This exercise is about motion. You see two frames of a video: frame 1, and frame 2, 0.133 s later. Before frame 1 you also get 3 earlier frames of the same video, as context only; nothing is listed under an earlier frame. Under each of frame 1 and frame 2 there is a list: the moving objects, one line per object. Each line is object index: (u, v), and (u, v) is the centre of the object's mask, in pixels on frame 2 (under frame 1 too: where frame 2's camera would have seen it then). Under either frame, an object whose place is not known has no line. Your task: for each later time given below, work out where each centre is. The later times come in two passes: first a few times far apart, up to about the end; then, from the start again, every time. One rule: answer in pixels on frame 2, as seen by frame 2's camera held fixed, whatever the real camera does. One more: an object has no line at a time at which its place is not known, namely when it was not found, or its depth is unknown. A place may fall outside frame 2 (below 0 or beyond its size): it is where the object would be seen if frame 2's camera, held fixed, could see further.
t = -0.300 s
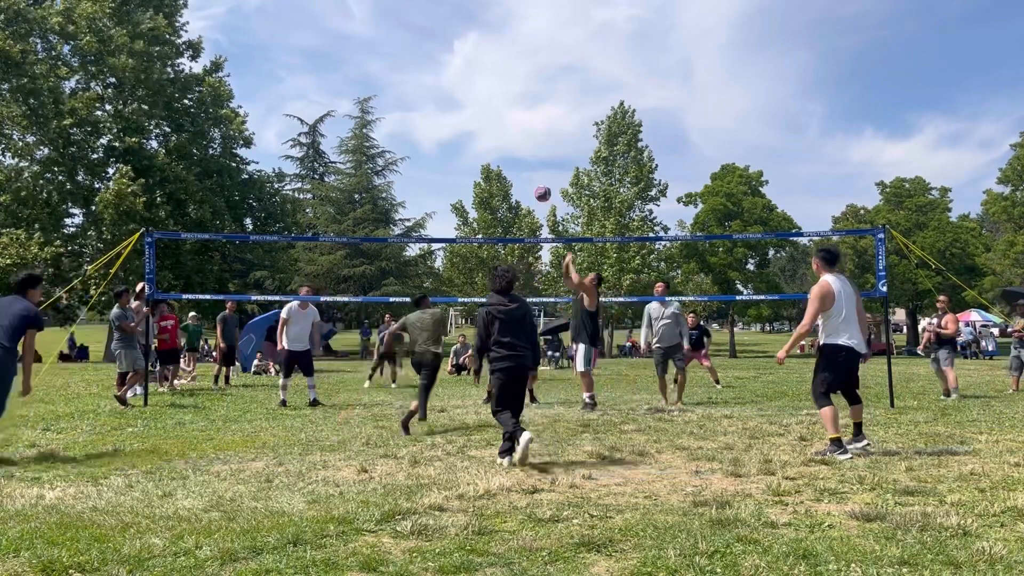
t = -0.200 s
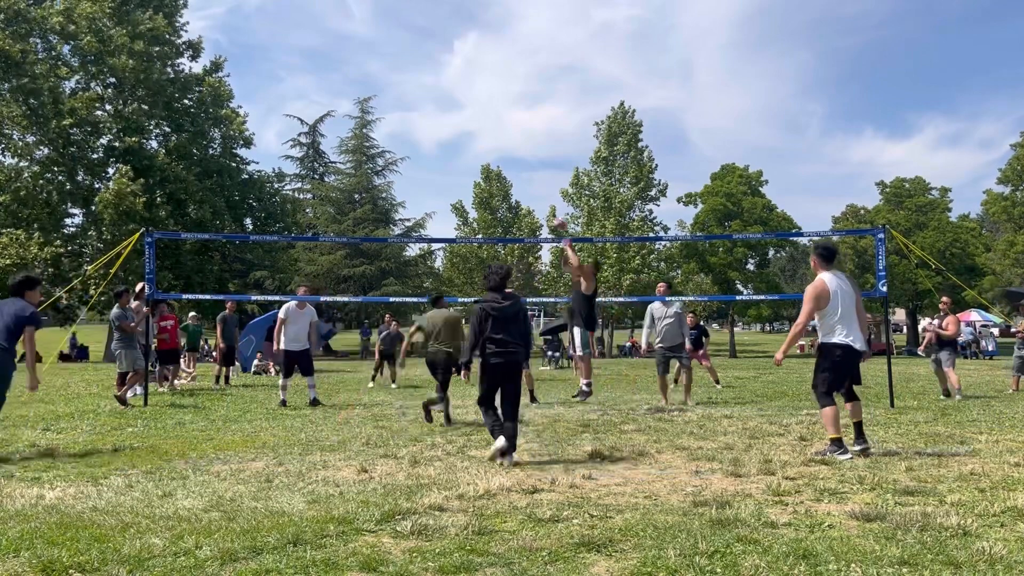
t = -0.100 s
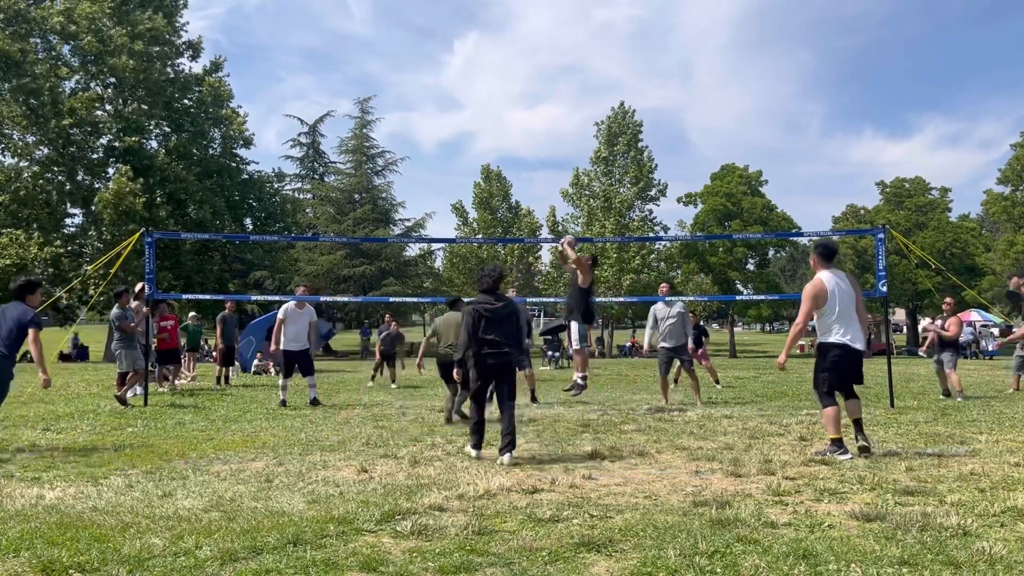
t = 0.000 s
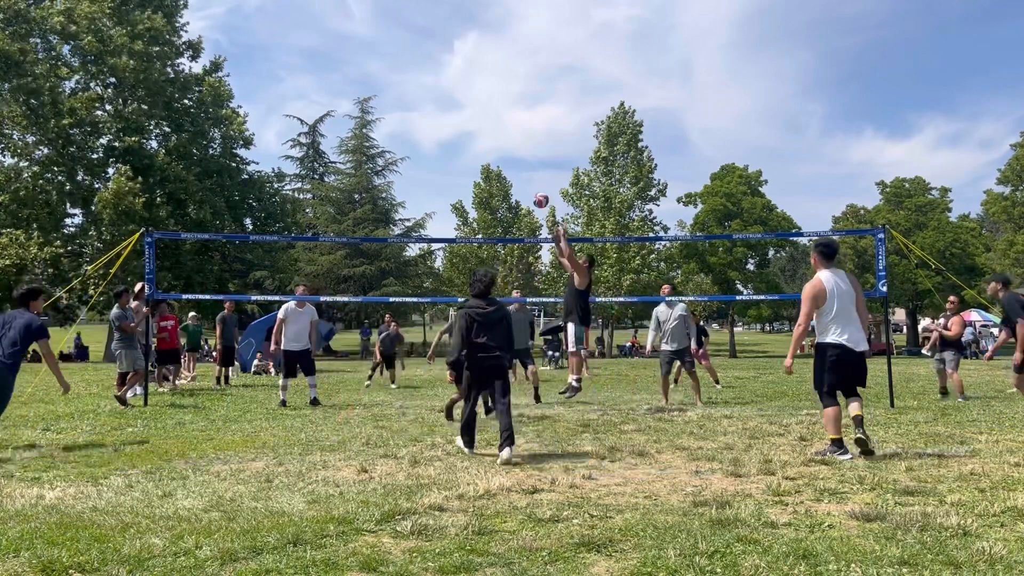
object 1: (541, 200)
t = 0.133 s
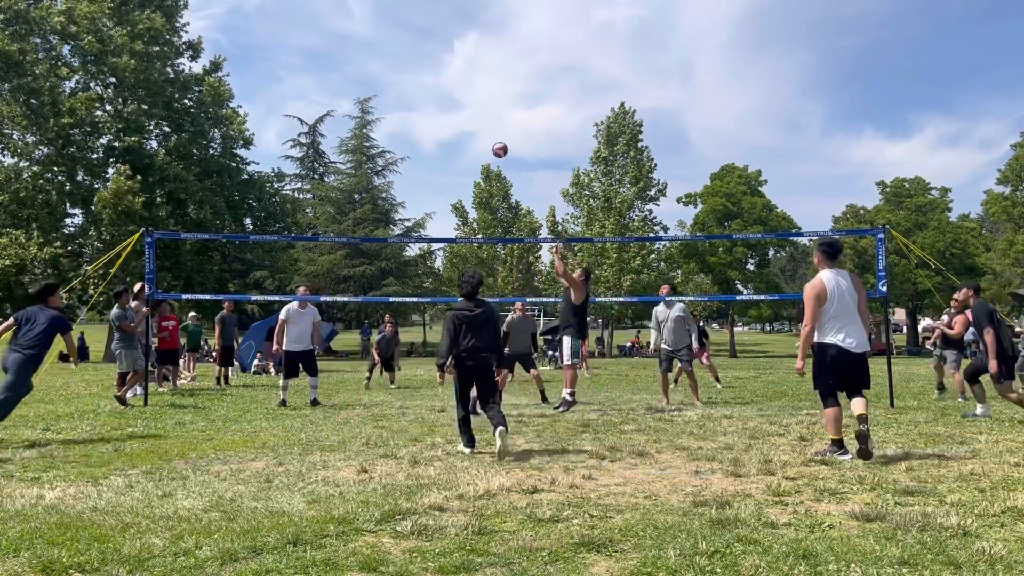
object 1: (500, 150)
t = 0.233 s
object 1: (469, 122)
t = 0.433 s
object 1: (411, 88)
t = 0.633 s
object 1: (354, 85)
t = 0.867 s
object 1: (293, 120)
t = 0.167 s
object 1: (490, 140)
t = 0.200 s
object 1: (479, 130)
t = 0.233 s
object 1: (469, 122)
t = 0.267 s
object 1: (459, 114)
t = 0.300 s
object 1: (449, 107)
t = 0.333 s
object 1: (440, 101)
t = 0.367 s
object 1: (430, 96)
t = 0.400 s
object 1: (420, 92)
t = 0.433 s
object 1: (411, 88)
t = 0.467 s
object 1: (401, 85)
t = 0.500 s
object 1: (392, 83)
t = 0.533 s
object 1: (382, 83)
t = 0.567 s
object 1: (373, 82)
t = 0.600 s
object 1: (364, 83)
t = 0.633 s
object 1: (354, 85)
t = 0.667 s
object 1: (345, 88)
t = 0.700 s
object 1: (336, 91)
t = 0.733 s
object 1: (328, 95)
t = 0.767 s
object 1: (319, 100)
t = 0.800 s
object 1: (311, 106)
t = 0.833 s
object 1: (302, 112)
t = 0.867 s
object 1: (293, 120)
